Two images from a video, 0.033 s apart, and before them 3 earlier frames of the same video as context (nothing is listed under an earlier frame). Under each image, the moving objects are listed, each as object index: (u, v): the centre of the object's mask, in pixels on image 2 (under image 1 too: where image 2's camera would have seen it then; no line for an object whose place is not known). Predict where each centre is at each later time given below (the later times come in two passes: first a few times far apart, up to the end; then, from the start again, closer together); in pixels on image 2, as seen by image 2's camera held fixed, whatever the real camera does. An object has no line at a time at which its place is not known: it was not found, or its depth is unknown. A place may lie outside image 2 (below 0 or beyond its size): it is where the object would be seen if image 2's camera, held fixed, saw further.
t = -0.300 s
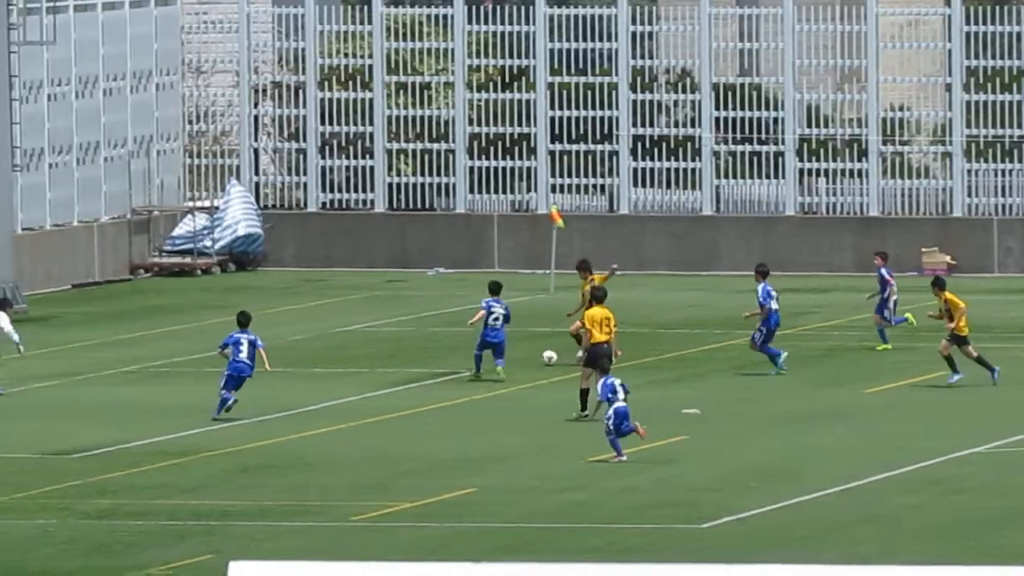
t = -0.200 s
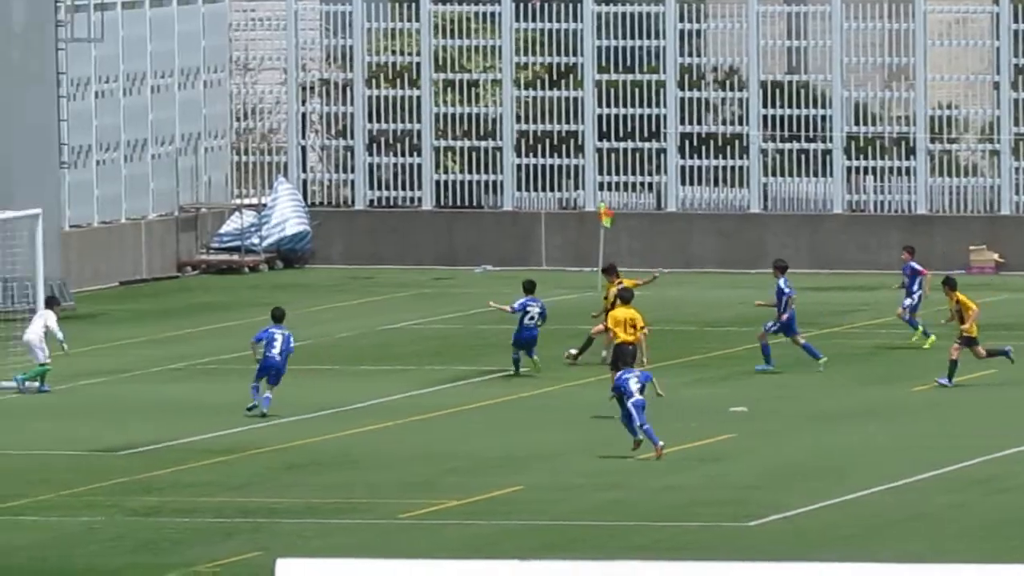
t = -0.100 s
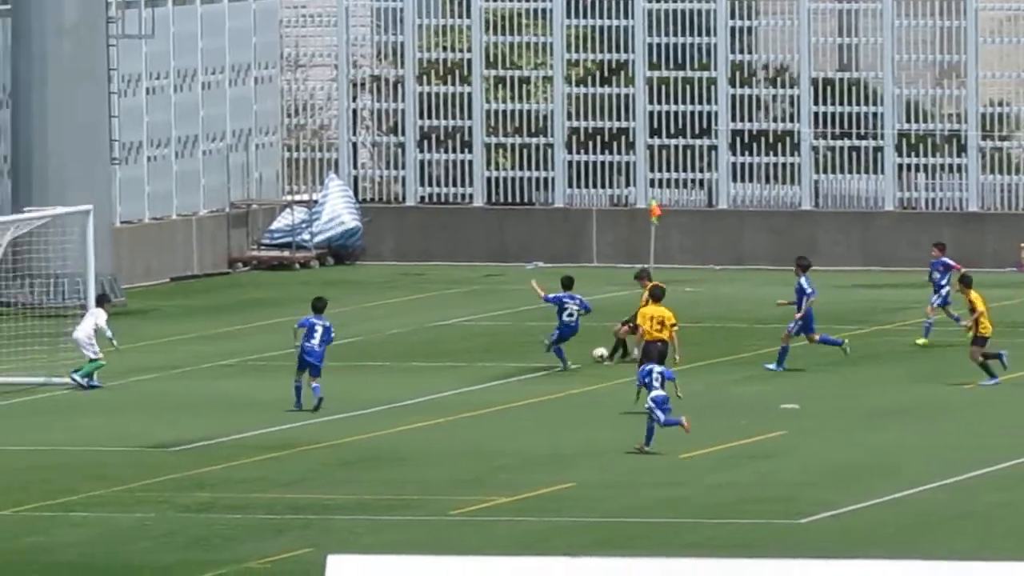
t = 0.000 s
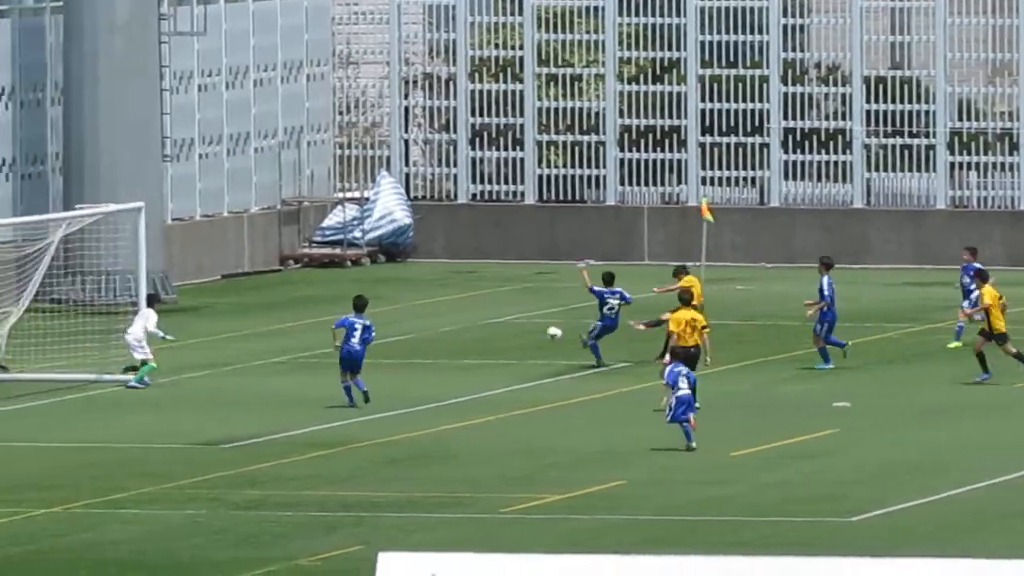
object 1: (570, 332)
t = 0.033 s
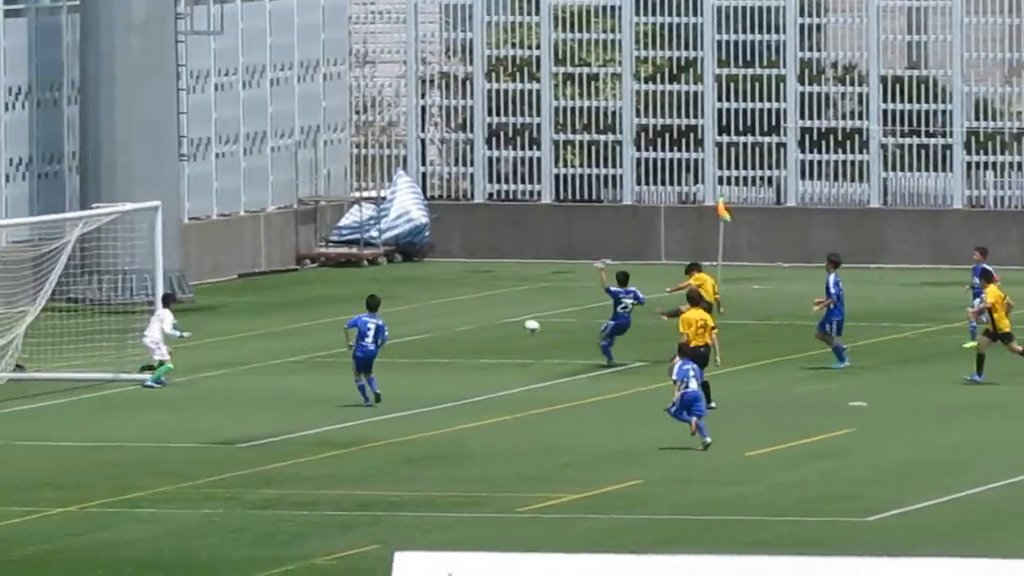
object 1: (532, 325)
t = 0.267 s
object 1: (262, 306)
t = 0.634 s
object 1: (-153, 379)
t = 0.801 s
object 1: (-162, 381)
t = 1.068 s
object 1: (-151, 396)
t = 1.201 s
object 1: (-145, 383)
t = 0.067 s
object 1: (492, 320)
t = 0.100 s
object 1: (454, 315)
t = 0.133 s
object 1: (415, 312)
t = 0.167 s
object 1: (377, 309)
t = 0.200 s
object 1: (338, 306)
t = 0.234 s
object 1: (300, 306)
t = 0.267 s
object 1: (262, 306)
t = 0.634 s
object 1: (-153, 379)
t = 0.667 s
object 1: (-170, 385)
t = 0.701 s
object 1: (-169, 383)
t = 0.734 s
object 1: (-166, 381)
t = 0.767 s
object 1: (-165, 380)
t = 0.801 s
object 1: (-162, 381)
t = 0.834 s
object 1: (-161, 382)
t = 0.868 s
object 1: (-159, 384)
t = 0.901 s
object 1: (-159, 386)
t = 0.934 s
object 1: (-156, 388)
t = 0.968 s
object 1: (-155, 393)
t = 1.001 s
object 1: (-154, 398)
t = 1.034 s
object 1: (-153, 398)
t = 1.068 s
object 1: (-151, 396)
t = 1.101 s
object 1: (-150, 390)
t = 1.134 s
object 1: (-149, 388)
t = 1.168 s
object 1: (-147, 384)
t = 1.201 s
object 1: (-145, 383)
